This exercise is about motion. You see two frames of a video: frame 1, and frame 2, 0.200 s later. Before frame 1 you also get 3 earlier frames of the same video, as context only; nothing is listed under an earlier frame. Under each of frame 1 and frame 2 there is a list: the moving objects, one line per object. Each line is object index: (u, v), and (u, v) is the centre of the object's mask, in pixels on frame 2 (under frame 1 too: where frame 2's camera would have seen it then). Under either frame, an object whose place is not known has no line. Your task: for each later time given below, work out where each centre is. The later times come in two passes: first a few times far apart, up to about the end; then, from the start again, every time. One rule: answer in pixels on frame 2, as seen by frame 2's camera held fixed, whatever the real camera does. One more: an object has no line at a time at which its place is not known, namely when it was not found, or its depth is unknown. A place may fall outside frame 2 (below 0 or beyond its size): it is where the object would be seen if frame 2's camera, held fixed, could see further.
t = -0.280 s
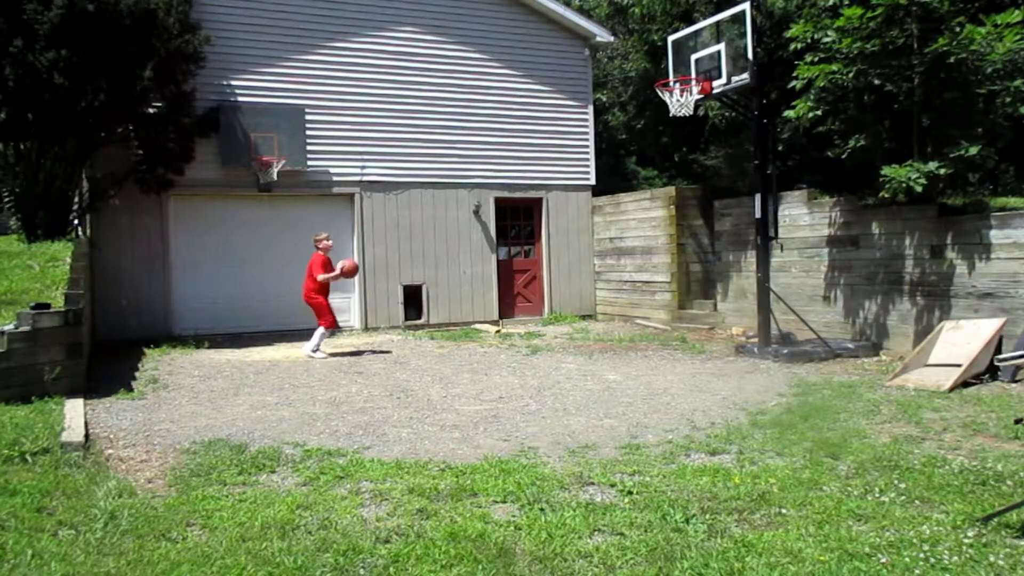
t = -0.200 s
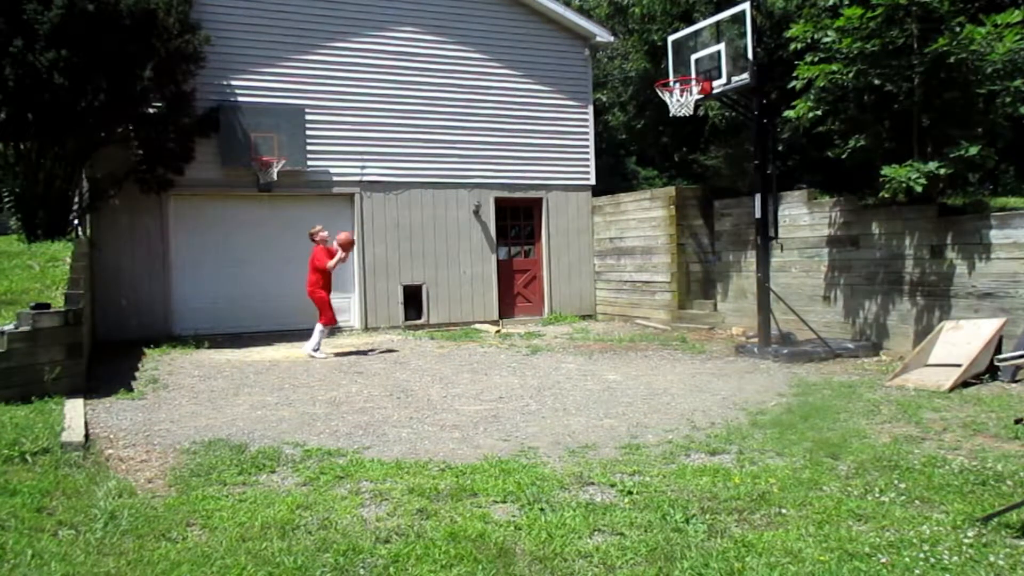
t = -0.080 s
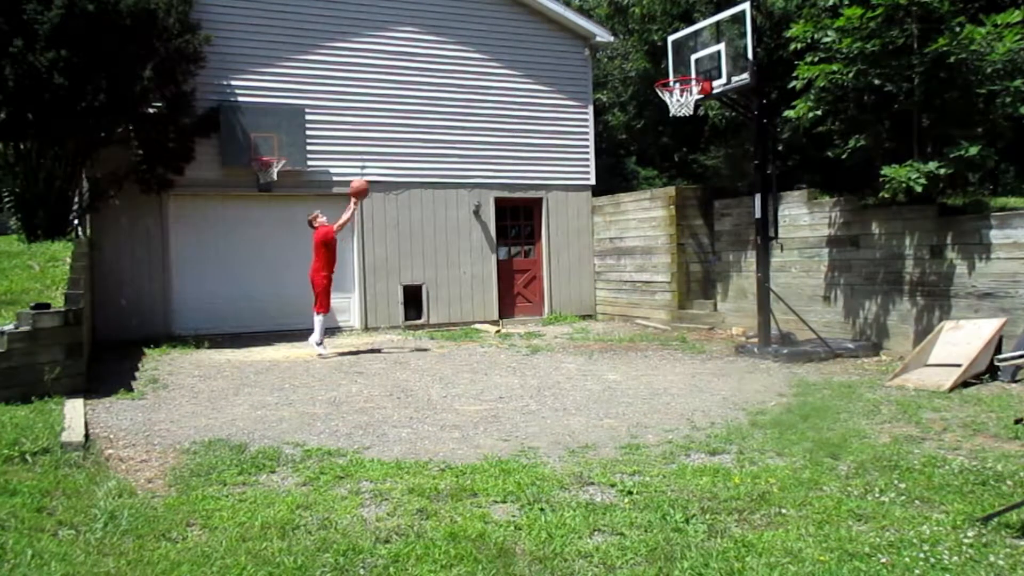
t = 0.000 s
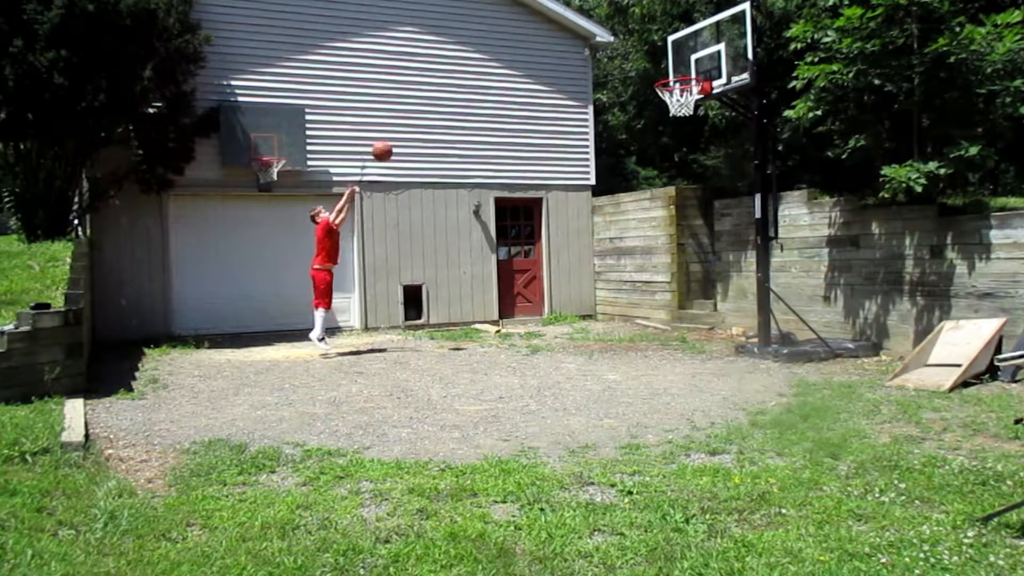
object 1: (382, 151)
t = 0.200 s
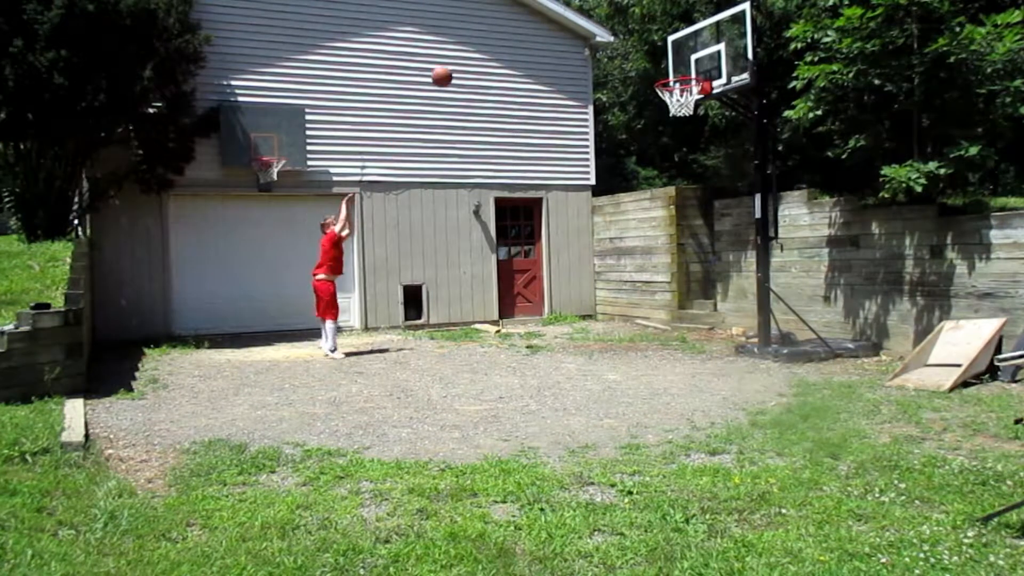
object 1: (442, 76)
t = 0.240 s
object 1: (454, 65)
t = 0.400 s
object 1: (504, 34)
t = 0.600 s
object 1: (569, 26)
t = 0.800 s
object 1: (638, 55)
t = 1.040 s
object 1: (701, 64)
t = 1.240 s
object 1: (736, 59)
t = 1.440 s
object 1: (732, 76)
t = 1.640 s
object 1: (726, 137)
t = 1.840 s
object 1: (721, 245)
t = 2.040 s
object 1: (717, 379)
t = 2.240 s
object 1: (728, 258)
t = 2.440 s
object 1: (741, 179)
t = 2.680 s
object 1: (760, 144)
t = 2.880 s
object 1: (780, 175)
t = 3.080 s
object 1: (803, 271)
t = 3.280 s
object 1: (831, 445)
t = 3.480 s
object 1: (851, 349)
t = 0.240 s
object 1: (454, 65)
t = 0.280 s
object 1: (467, 55)
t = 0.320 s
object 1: (479, 47)
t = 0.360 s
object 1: (491, 40)
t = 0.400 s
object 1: (504, 34)
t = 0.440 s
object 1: (517, 30)
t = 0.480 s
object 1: (530, 27)
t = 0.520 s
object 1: (543, 25)
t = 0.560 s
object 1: (556, 25)
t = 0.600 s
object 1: (569, 26)
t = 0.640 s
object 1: (583, 29)
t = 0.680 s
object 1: (597, 34)
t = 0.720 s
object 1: (611, 39)
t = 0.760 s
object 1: (624, 47)
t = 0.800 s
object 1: (638, 55)
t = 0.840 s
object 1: (653, 66)
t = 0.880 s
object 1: (665, 74)
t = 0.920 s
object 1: (676, 71)
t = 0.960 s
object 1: (686, 68)
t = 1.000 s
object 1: (695, 67)
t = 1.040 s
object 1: (701, 64)
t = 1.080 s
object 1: (708, 60)
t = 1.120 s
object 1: (714, 57)
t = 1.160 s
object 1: (721, 55)
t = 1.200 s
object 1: (728, 55)
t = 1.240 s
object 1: (736, 59)
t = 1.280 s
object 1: (738, 60)
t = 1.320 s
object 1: (736, 61)
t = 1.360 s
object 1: (735, 64)
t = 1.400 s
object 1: (734, 69)
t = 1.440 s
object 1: (732, 76)
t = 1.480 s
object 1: (731, 85)
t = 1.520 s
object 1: (730, 95)
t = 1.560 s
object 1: (729, 107)
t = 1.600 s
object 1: (728, 121)
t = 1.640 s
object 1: (726, 137)
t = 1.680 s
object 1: (725, 155)
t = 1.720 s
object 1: (723, 175)
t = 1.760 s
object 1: (722, 196)
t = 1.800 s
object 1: (721, 220)
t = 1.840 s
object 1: (721, 245)
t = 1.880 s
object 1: (719, 274)
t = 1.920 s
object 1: (719, 304)
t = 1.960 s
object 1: (718, 335)
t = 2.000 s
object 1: (717, 370)
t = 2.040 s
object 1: (717, 379)
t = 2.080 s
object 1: (720, 351)
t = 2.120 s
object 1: (721, 326)
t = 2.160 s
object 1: (723, 302)
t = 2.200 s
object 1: (726, 280)
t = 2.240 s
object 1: (728, 258)
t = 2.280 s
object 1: (730, 239)
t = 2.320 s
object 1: (732, 220)
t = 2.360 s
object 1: (735, 205)
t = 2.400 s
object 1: (738, 191)
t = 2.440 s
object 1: (741, 179)
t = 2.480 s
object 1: (743, 168)
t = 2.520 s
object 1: (746, 159)
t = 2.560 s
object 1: (749, 152)
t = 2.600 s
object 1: (753, 148)
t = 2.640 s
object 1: (757, 145)
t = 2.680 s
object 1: (760, 144)
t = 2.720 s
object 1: (763, 146)
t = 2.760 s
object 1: (767, 149)
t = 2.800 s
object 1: (771, 156)
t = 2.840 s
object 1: (775, 164)
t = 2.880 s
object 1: (780, 175)
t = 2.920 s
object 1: (784, 188)
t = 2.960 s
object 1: (789, 204)
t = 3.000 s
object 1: (793, 223)
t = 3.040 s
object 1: (798, 246)
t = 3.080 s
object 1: (803, 271)
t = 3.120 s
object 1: (809, 299)
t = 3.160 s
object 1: (814, 330)
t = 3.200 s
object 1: (819, 365)
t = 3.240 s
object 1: (825, 403)
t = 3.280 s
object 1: (831, 445)
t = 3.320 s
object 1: (834, 434)
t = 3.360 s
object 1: (838, 410)
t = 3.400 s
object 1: (841, 387)
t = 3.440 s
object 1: (846, 367)
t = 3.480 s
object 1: (851, 349)
